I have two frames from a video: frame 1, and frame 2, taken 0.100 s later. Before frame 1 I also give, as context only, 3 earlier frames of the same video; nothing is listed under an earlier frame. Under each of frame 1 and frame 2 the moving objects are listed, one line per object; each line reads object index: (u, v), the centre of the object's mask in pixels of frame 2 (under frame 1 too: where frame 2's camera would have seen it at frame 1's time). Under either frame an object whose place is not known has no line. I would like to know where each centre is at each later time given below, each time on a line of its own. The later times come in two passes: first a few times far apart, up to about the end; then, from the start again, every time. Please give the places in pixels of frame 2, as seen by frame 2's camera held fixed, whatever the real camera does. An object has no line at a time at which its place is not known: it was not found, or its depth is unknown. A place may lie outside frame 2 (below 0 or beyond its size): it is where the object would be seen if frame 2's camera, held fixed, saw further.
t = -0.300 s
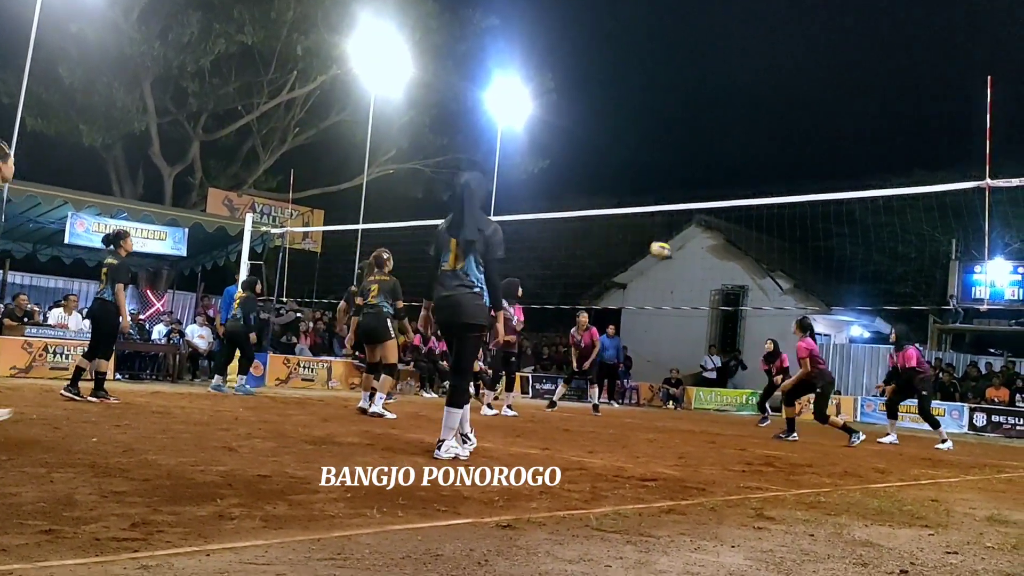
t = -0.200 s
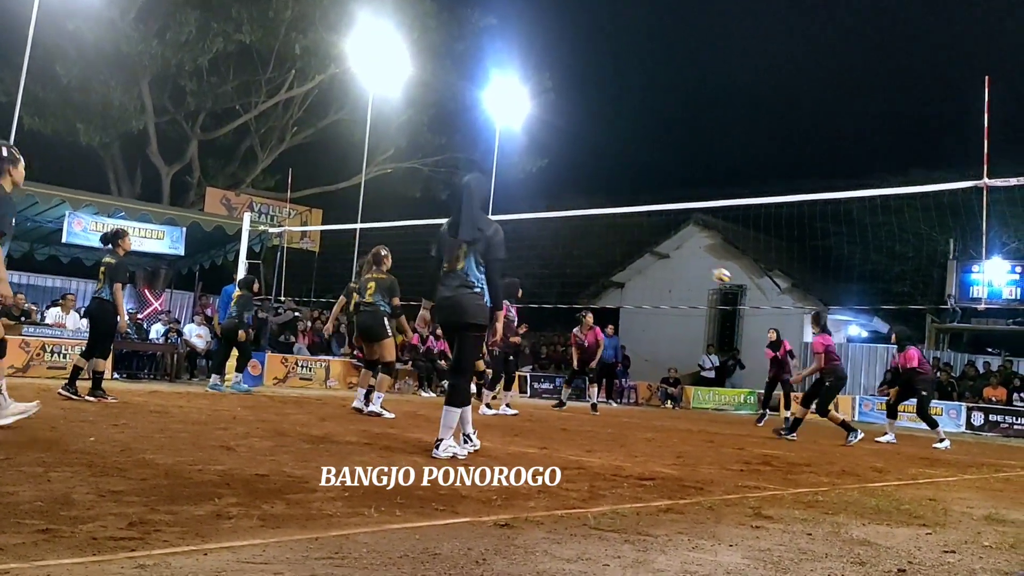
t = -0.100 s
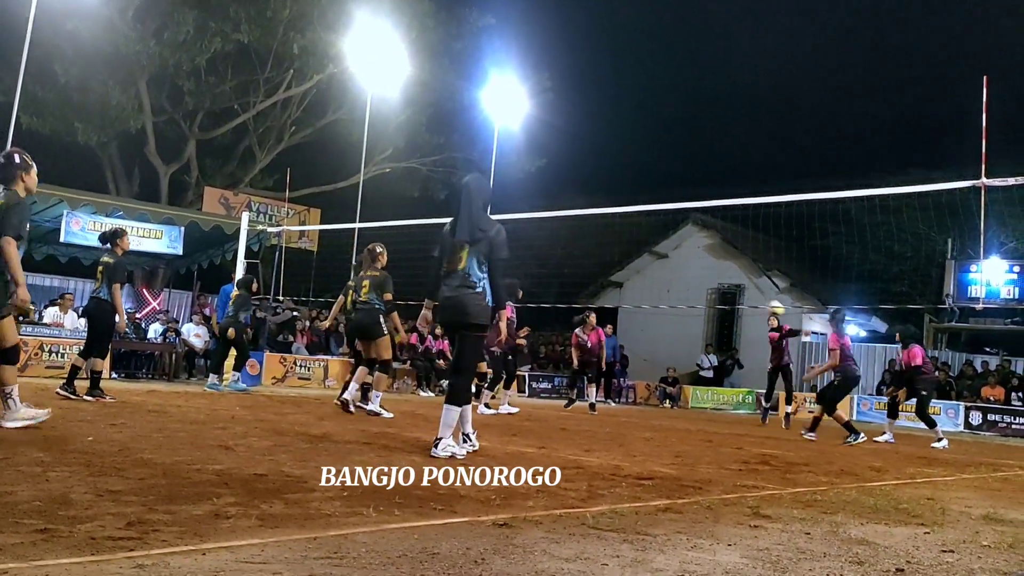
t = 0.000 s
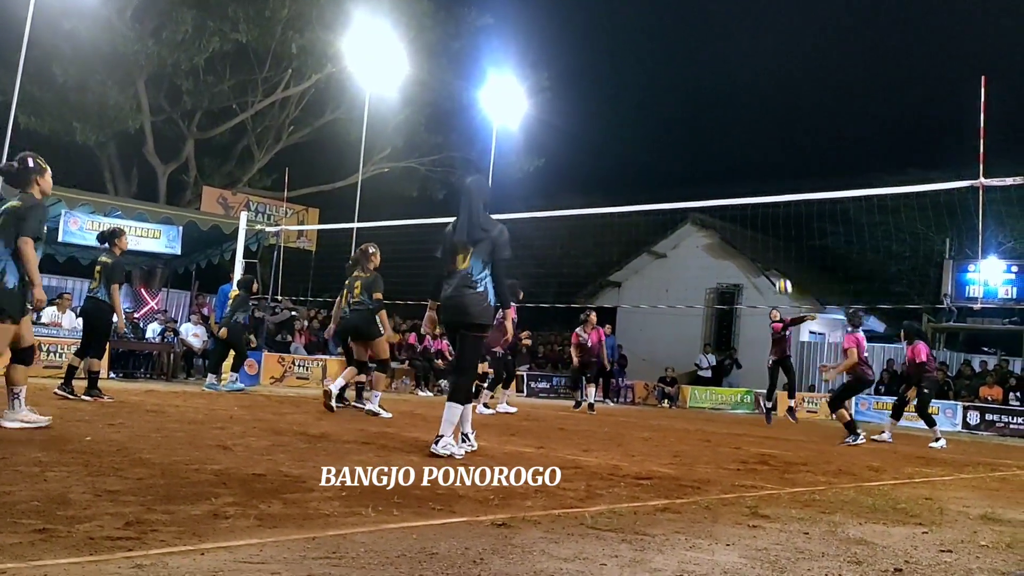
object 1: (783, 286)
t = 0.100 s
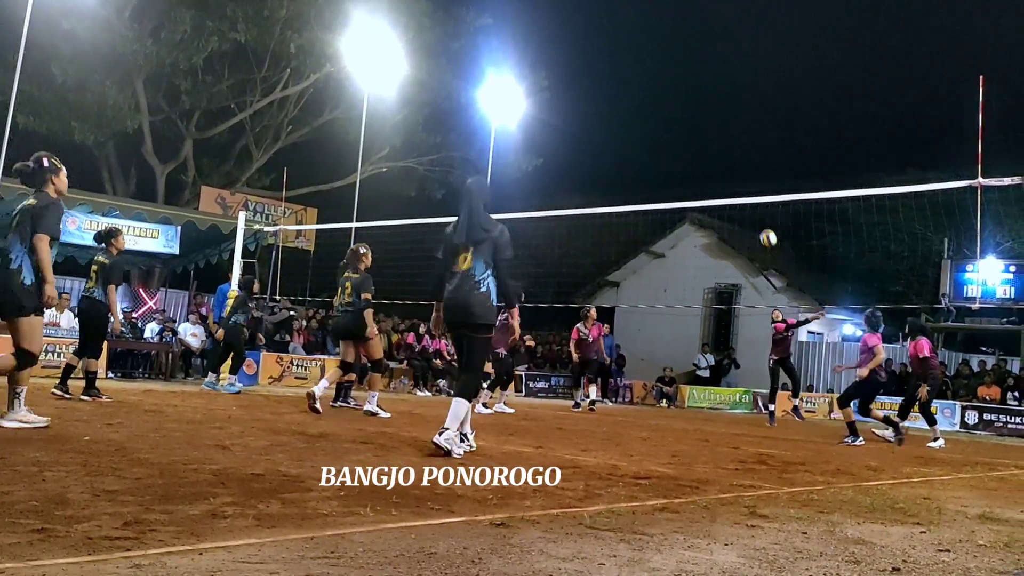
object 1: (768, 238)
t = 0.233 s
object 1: (749, 183)
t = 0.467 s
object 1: (713, 113)
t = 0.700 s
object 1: (674, 79)
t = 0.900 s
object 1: (638, 79)
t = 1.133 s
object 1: (590, 118)
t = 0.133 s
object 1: (763, 224)
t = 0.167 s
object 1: (759, 210)
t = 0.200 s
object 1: (753, 193)
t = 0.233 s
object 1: (749, 183)
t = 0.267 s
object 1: (744, 171)
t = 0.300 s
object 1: (739, 160)
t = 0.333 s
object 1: (734, 149)
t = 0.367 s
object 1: (729, 139)
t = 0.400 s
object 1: (724, 130)
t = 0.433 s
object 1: (719, 121)
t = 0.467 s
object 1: (713, 113)
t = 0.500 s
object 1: (708, 106)
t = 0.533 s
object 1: (703, 100)
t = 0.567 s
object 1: (697, 94)
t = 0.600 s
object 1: (691, 89)
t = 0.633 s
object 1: (686, 85)
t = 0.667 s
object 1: (681, 82)
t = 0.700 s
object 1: (674, 79)
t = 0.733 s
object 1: (669, 77)
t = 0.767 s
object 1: (663, 76)
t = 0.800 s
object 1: (657, 75)
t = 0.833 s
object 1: (651, 76)
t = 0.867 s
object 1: (644, 77)
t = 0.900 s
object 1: (638, 79)
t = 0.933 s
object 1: (631, 82)
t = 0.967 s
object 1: (625, 86)
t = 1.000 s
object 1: (618, 91)
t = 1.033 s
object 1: (611, 96)
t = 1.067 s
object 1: (605, 102)
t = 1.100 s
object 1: (598, 110)
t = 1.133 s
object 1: (590, 118)
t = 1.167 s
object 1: (583, 126)
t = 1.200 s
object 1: (576, 136)
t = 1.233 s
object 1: (569, 148)
